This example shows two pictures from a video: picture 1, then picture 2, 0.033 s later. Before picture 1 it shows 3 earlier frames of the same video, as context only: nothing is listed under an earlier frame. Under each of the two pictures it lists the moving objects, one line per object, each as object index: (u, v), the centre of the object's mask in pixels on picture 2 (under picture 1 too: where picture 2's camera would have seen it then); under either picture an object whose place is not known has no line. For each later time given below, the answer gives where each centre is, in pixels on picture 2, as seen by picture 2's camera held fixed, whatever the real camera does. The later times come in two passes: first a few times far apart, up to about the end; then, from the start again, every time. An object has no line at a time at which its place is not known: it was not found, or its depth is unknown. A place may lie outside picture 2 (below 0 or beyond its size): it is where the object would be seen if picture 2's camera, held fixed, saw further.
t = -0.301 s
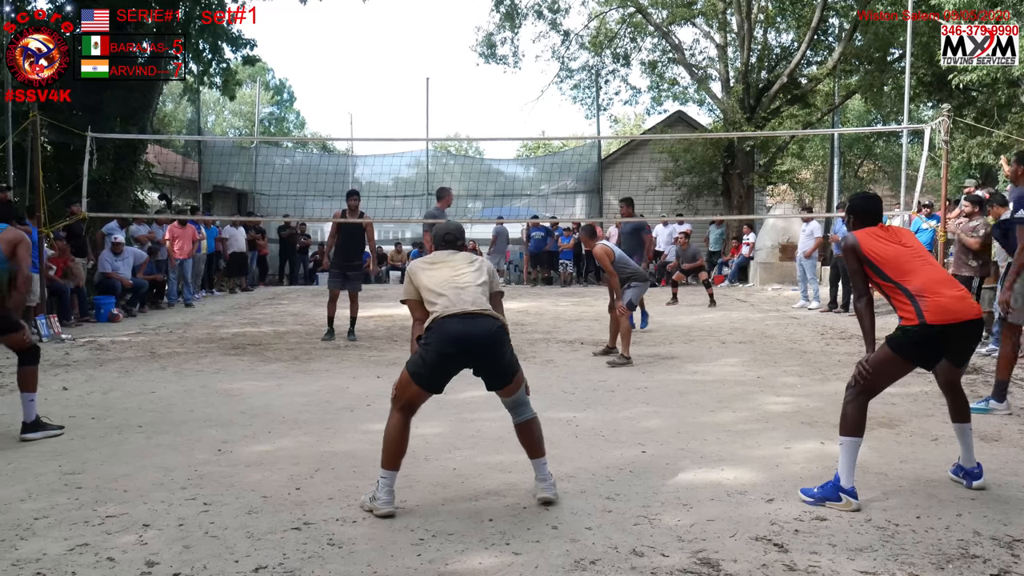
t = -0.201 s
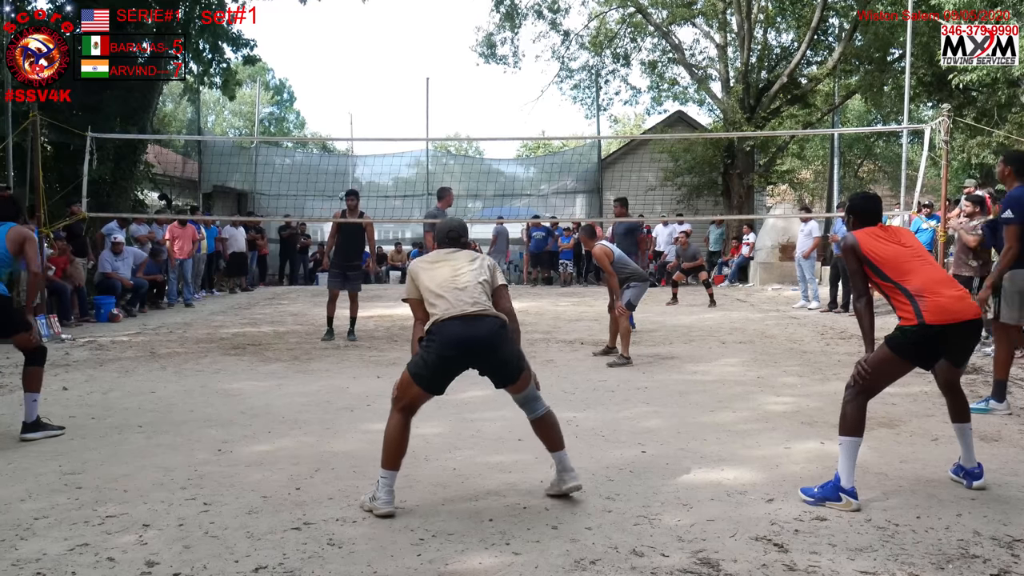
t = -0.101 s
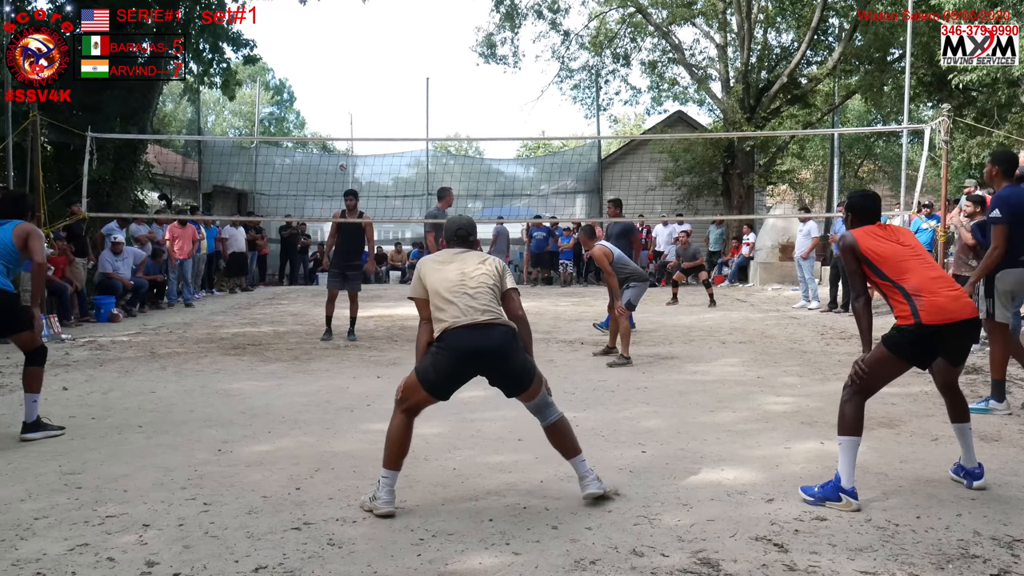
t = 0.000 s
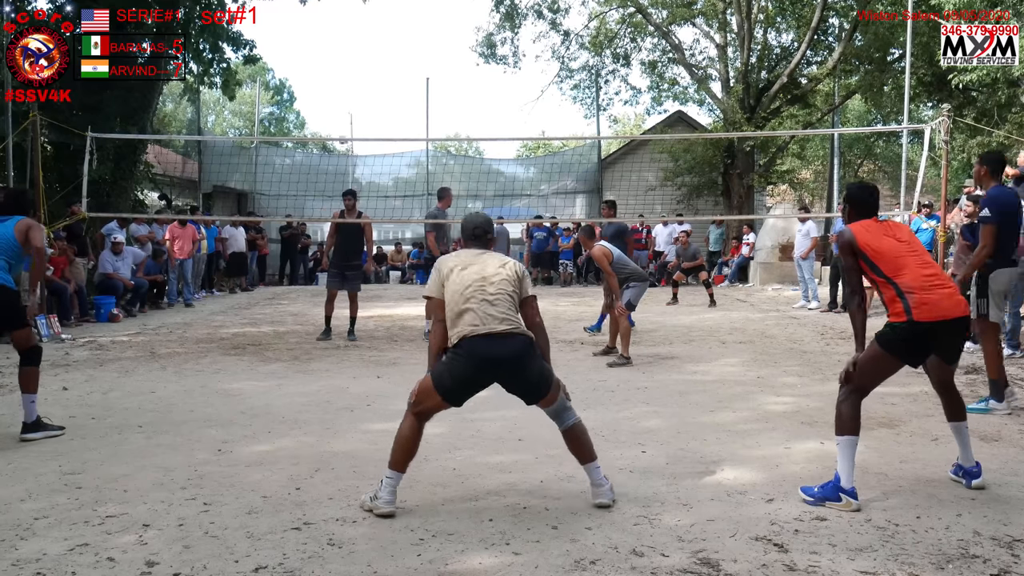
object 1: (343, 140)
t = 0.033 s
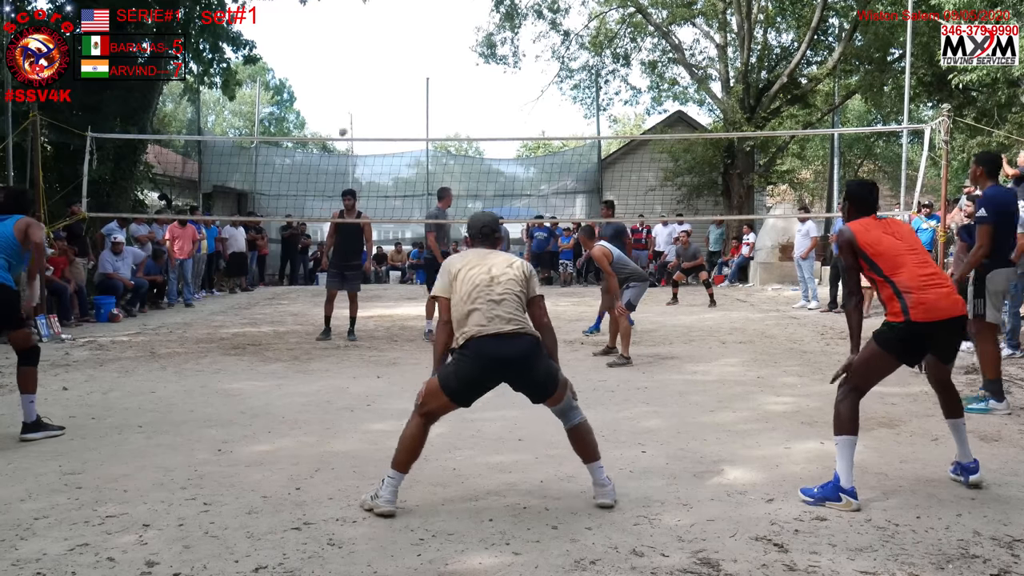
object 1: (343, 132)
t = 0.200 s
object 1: (343, 100)
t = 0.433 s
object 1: (343, 74)
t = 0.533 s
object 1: (343, 70)
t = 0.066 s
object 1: (343, 125)
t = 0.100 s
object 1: (343, 118)
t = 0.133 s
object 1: (342, 111)
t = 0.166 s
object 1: (342, 105)
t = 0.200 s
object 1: (343, 100)
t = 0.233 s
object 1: (343, 95)
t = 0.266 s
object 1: (343, 90)
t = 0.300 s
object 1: (343, 86)
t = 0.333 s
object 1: (343, 82)
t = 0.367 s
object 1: (343, 79)
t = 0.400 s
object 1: (343, 76)
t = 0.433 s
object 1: (343, 74)
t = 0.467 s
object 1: (343, 72)
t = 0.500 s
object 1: (343, 71)
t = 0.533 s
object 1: (343, 70)
